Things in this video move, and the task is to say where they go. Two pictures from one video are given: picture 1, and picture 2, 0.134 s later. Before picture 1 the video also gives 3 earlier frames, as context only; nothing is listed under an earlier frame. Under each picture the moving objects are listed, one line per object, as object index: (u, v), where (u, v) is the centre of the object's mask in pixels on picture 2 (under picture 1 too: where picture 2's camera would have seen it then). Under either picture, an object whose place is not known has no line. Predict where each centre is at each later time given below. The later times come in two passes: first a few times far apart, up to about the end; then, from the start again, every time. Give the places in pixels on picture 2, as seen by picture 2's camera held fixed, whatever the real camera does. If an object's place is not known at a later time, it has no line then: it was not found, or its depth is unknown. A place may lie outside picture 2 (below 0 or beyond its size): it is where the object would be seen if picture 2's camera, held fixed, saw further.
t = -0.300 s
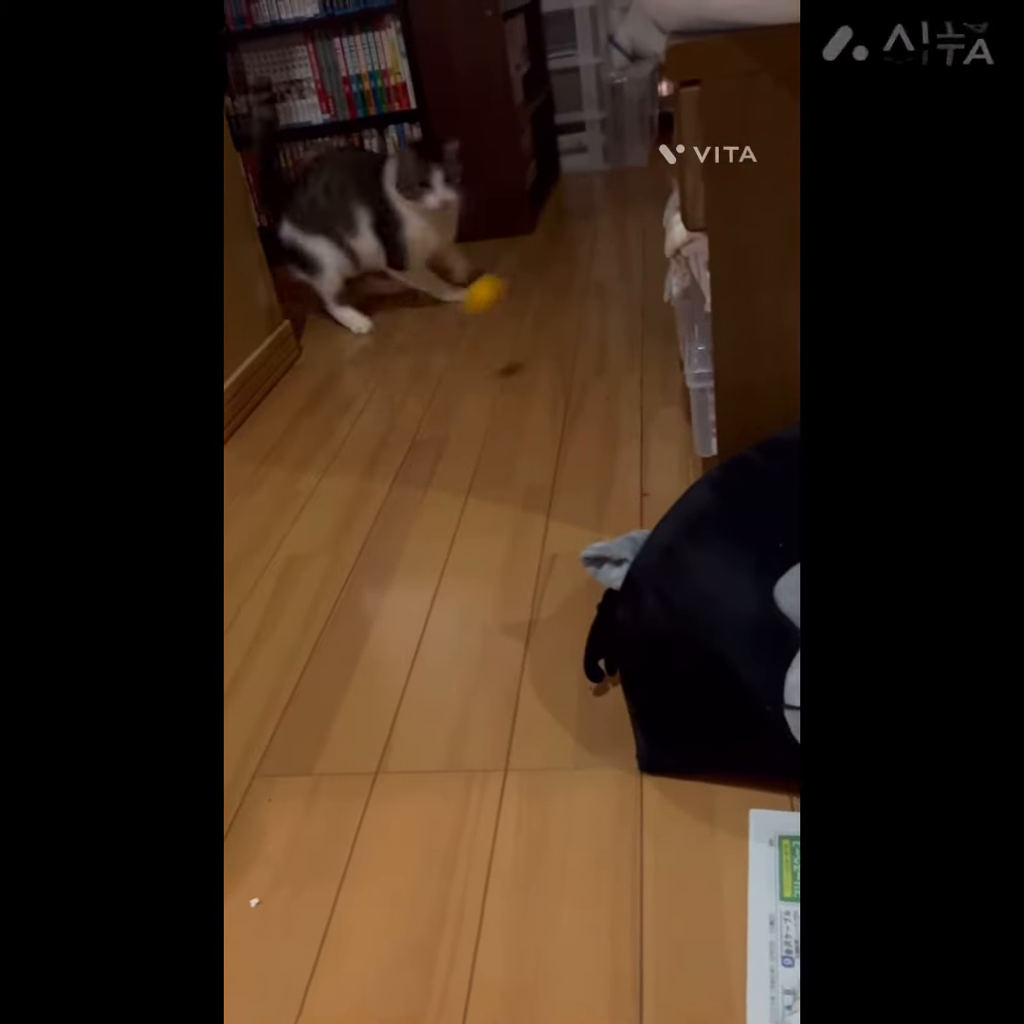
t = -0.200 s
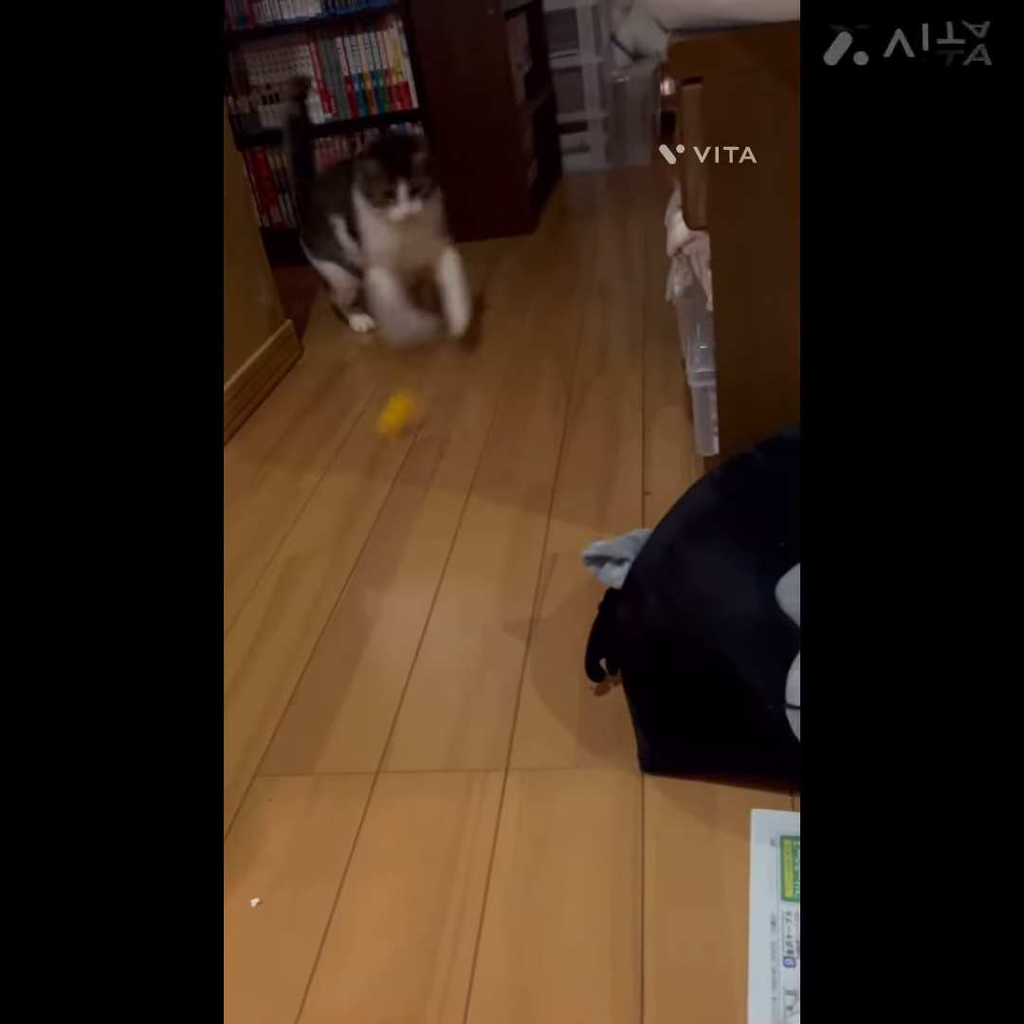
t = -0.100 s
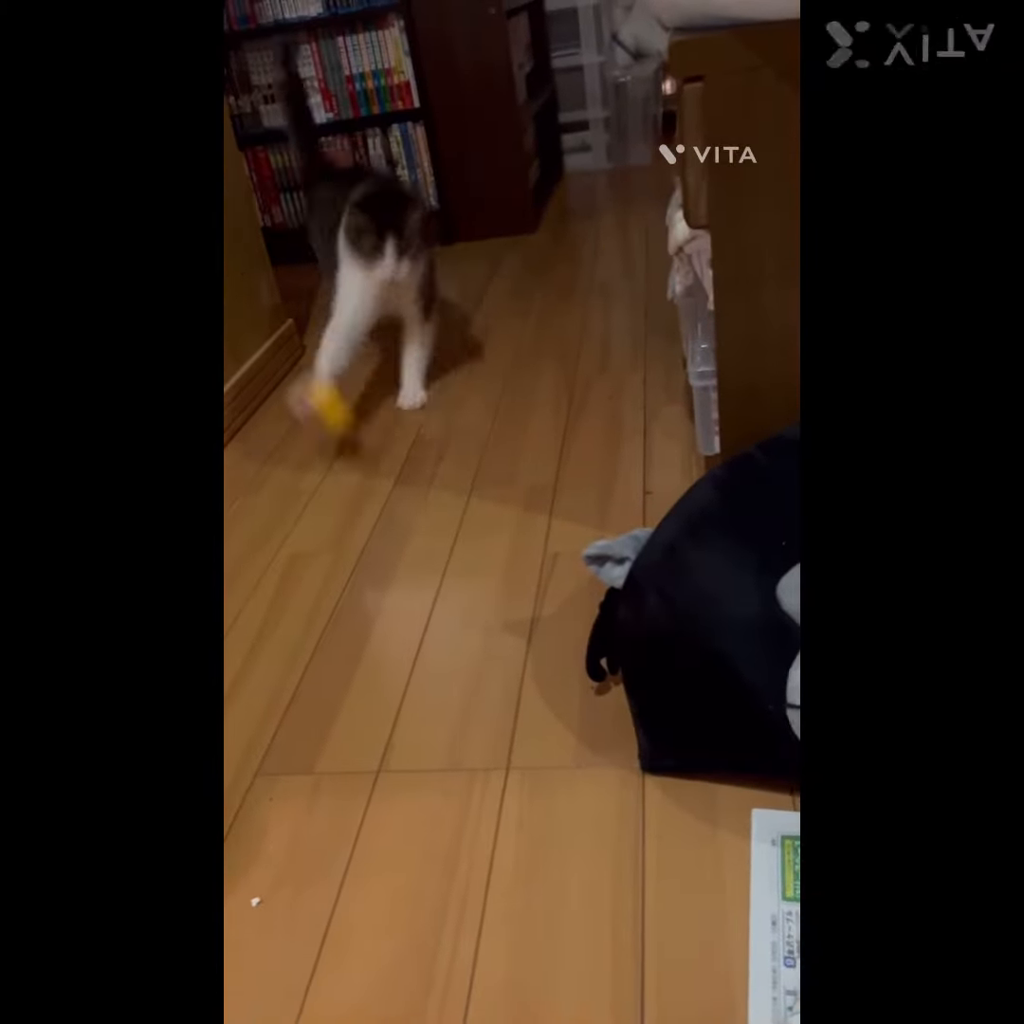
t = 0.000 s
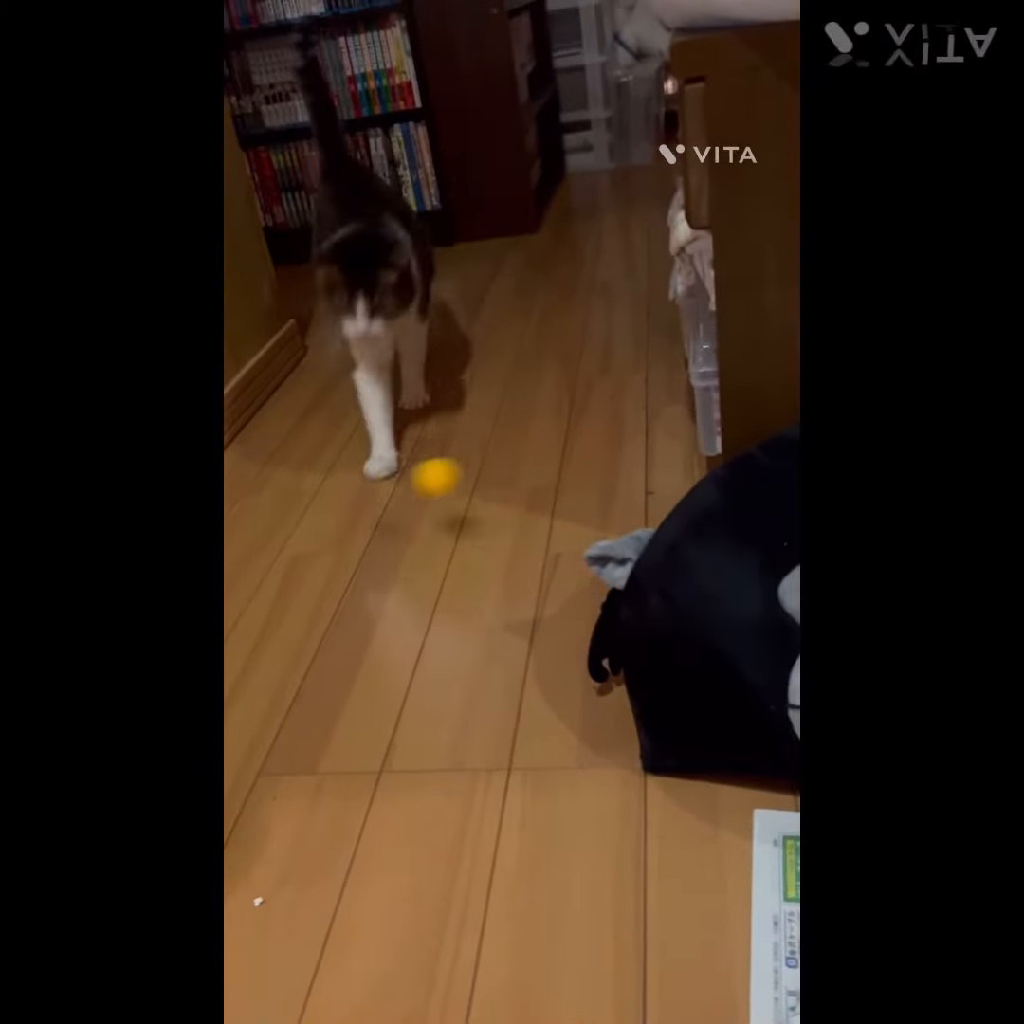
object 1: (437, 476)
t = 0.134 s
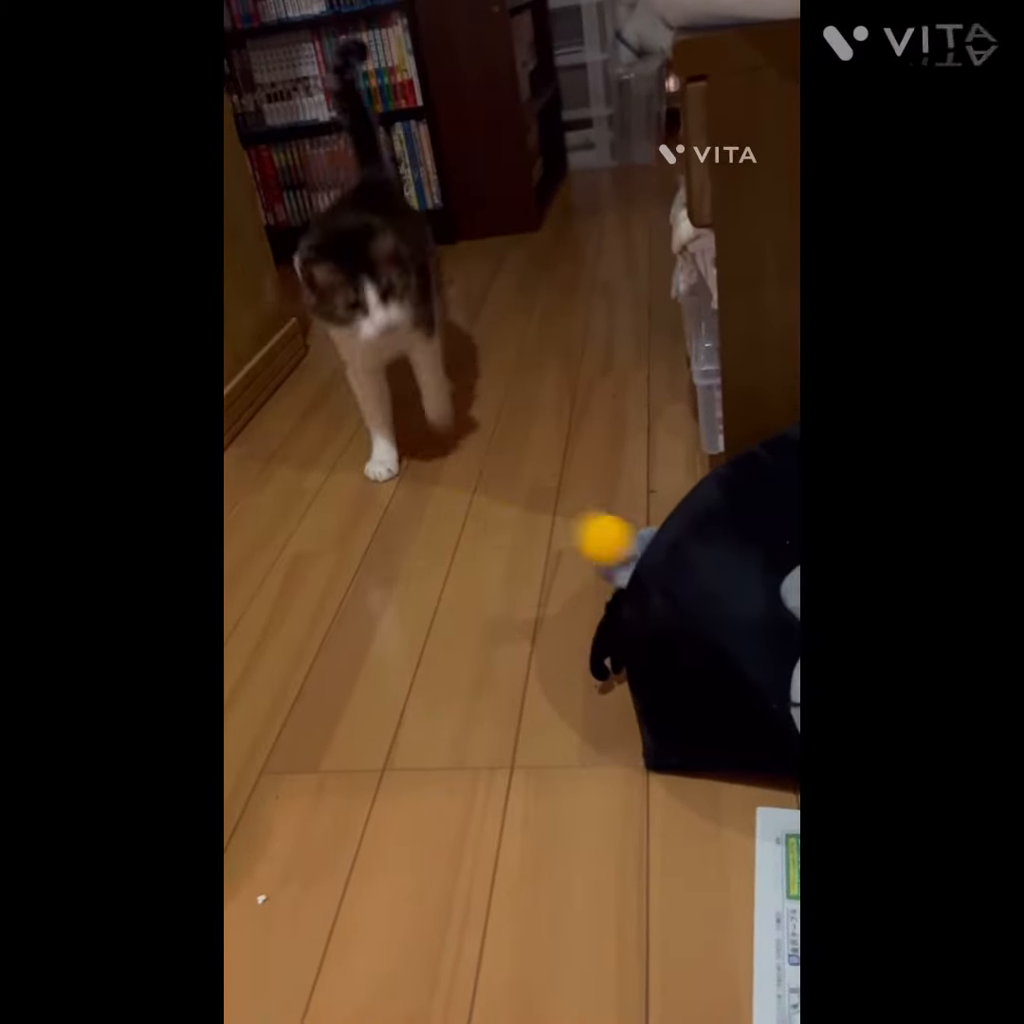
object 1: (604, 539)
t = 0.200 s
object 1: (586, 533)
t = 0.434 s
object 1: (529, 741)
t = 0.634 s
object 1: (517, 916)
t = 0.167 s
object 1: (599, 534)
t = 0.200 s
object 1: (586, 533)
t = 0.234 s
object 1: (574, 543)
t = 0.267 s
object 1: (563, 566)
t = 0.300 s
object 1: (555, 603)
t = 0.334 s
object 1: (549, 652)
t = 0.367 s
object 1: (543, 710)
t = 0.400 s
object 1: (537, 756)
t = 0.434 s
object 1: (529, 741)
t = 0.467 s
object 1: (521, 737)
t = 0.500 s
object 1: (515, 742)
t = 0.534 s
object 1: (511, 763)
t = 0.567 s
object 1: (509, 797)
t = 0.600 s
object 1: (511, 850)
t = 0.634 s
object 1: (517, 916)
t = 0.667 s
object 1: (526, 990)
